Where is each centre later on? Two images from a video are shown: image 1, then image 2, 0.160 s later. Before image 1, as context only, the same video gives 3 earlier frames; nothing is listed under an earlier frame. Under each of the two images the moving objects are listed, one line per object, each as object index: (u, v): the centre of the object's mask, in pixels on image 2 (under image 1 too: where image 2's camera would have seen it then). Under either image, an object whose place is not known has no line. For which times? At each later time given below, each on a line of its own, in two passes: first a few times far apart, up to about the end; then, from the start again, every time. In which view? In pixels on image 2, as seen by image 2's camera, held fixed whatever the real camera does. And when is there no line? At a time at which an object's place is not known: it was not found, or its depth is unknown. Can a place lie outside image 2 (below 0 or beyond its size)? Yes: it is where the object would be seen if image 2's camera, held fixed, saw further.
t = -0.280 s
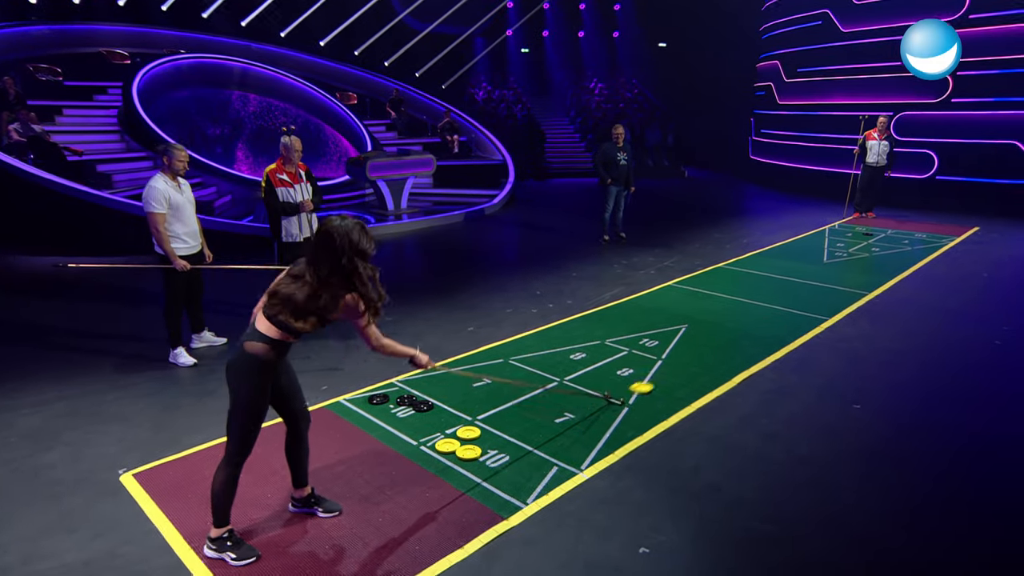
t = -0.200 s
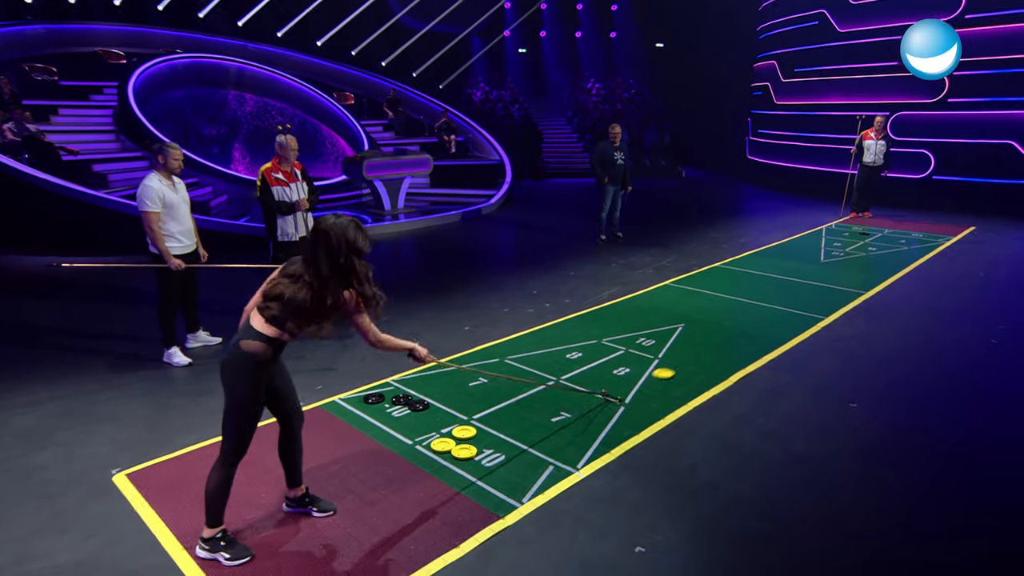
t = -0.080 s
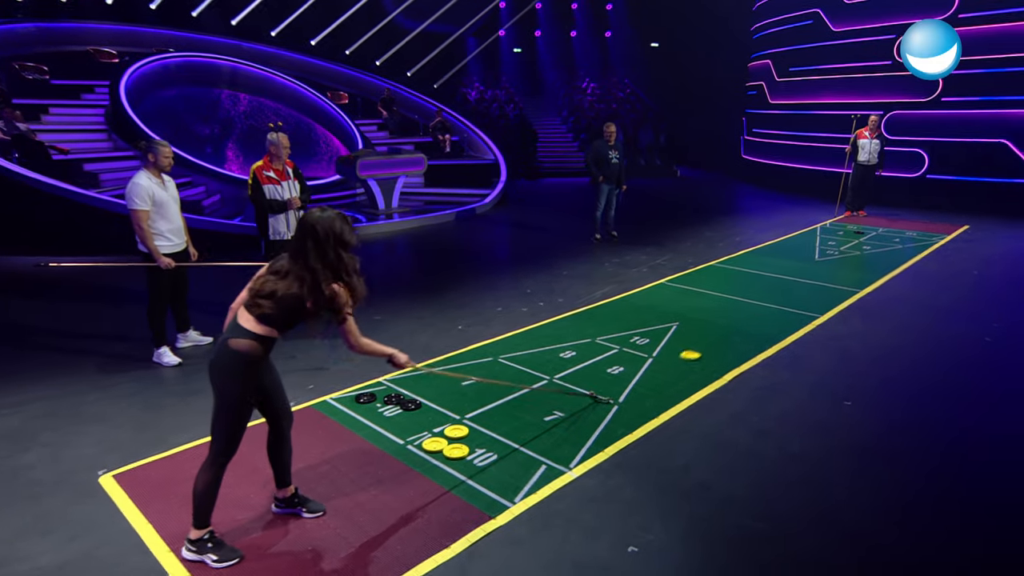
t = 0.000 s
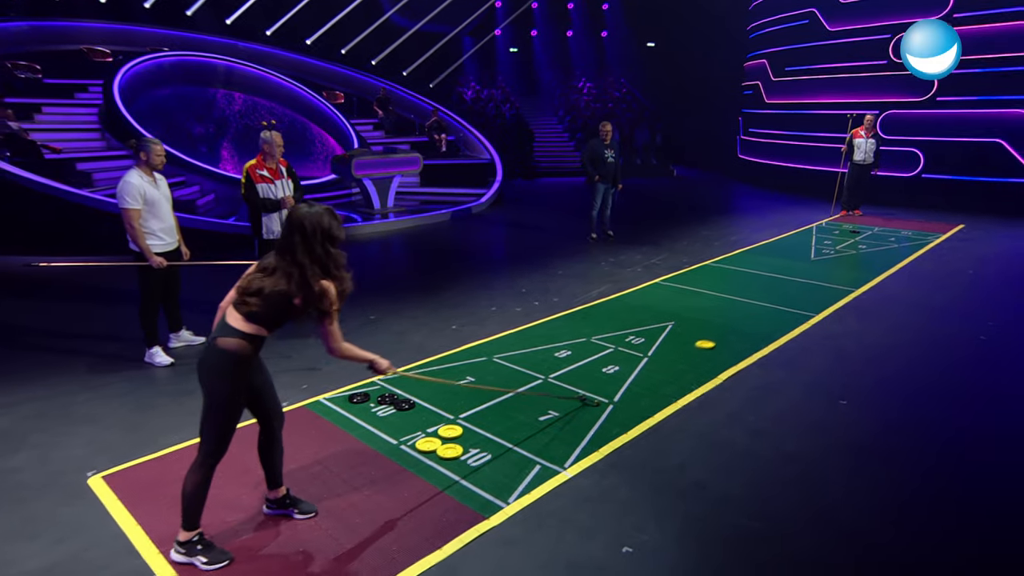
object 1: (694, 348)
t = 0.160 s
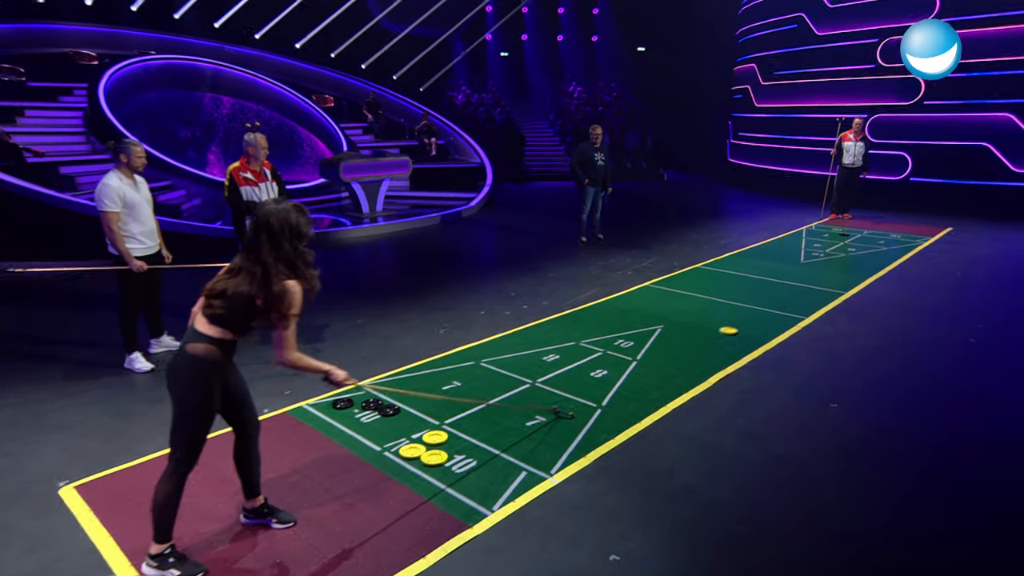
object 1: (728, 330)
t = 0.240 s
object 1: (743, 323)
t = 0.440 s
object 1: (774, 307)
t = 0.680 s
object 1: (805, 291)
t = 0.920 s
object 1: (829, 279)
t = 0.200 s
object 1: (736, 327)
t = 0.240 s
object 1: (743, 323)
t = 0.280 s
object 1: (750, 320)
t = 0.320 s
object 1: (756, 316)
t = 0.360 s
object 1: (763, 313)
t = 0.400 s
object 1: (769, 310)
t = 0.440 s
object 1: (774, 307)
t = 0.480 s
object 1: (780, 304)
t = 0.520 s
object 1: (785, 301)
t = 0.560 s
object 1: (790, 298)
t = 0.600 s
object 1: (795, 296)
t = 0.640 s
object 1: (800, 293)
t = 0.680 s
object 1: (805, 291)
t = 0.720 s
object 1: (809, 289)
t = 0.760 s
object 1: (814, 287)
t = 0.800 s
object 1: (818, 285)
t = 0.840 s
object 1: (822, 283)
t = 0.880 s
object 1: (825, 281)
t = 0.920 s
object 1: (829, 279)
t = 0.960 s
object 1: (833, 277)
